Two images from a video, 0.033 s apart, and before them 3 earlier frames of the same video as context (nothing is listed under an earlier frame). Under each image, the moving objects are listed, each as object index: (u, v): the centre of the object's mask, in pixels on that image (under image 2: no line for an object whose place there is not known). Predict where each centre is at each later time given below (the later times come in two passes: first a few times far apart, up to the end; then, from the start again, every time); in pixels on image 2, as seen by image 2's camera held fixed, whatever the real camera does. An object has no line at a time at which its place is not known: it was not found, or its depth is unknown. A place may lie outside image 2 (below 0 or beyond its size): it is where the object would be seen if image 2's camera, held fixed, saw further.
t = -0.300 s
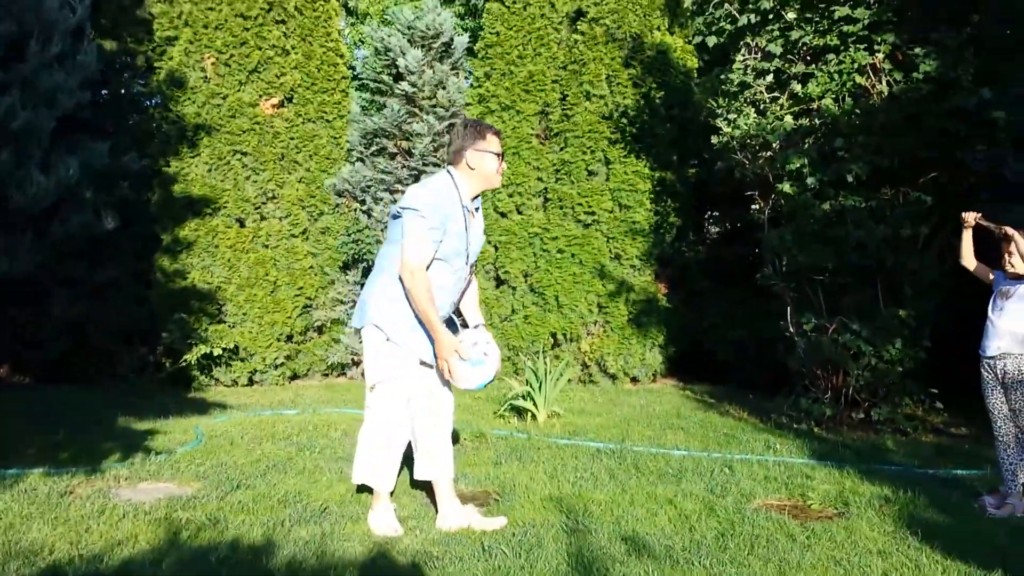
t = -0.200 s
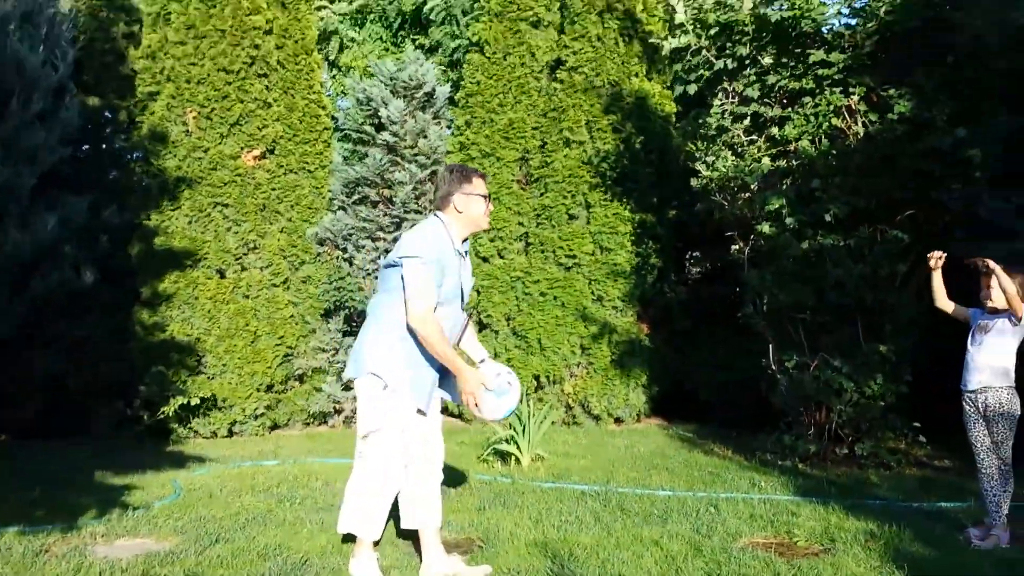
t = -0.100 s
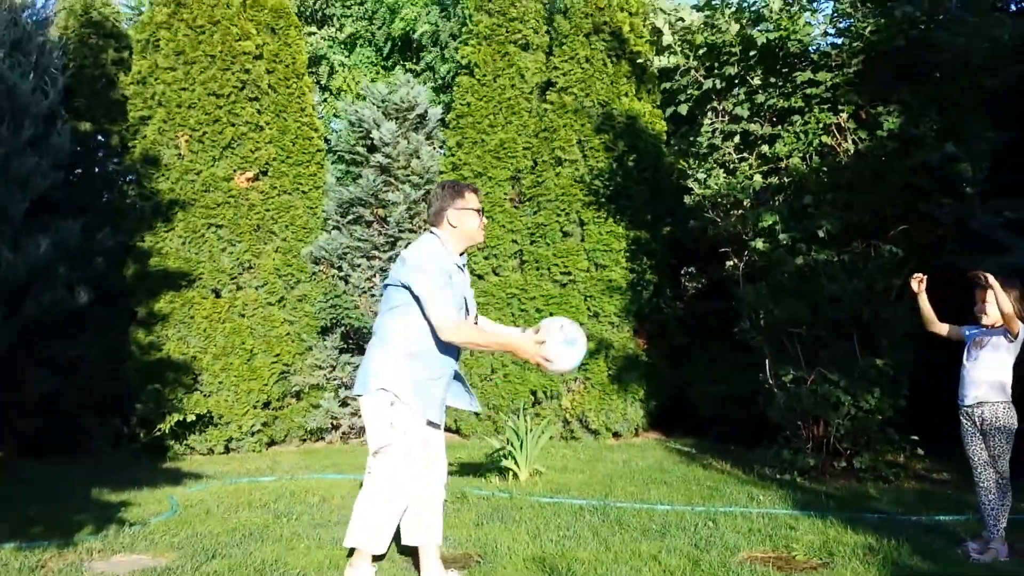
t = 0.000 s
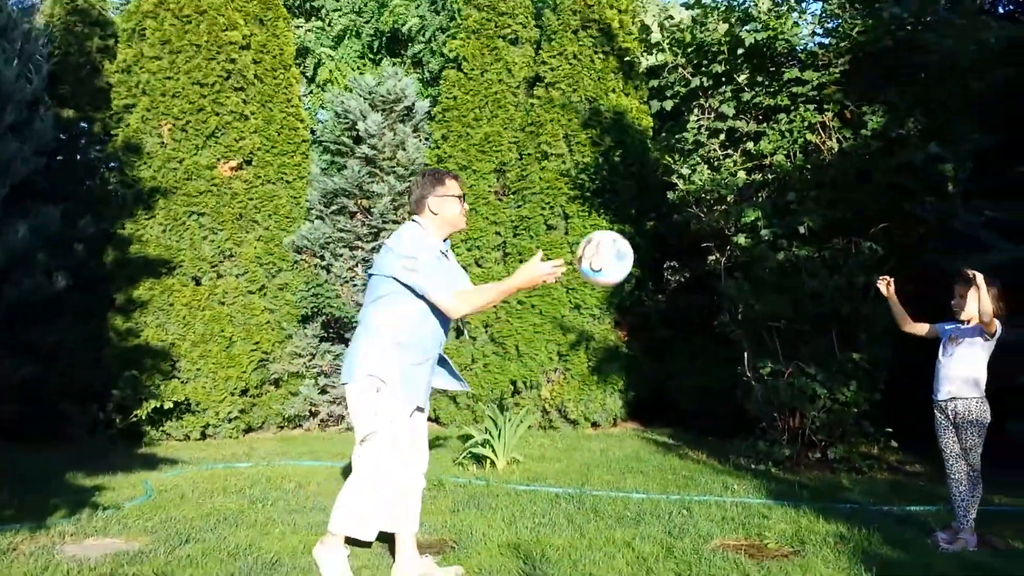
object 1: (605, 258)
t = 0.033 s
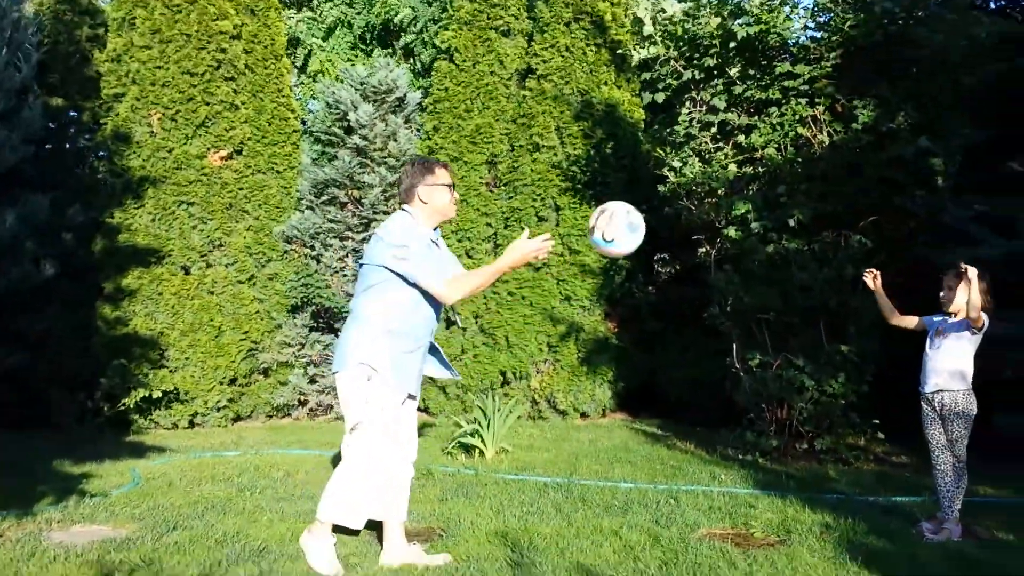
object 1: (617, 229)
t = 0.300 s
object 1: (775, 148)
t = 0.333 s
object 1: (792, 150)
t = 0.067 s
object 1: (637, 214)
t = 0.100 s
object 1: (657, 198)
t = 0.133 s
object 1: (676, 182)
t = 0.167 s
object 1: (697, 169)
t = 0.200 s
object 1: (718, 158)
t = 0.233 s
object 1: (739, 151)
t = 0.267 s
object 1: (758, 148)
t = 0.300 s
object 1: (775, 148)
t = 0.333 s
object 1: (792, 150)
